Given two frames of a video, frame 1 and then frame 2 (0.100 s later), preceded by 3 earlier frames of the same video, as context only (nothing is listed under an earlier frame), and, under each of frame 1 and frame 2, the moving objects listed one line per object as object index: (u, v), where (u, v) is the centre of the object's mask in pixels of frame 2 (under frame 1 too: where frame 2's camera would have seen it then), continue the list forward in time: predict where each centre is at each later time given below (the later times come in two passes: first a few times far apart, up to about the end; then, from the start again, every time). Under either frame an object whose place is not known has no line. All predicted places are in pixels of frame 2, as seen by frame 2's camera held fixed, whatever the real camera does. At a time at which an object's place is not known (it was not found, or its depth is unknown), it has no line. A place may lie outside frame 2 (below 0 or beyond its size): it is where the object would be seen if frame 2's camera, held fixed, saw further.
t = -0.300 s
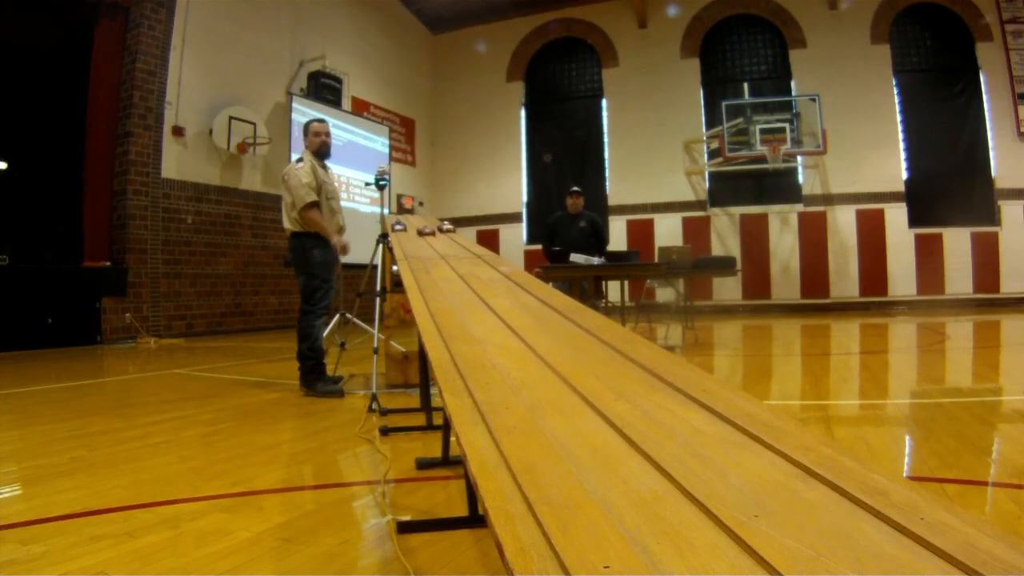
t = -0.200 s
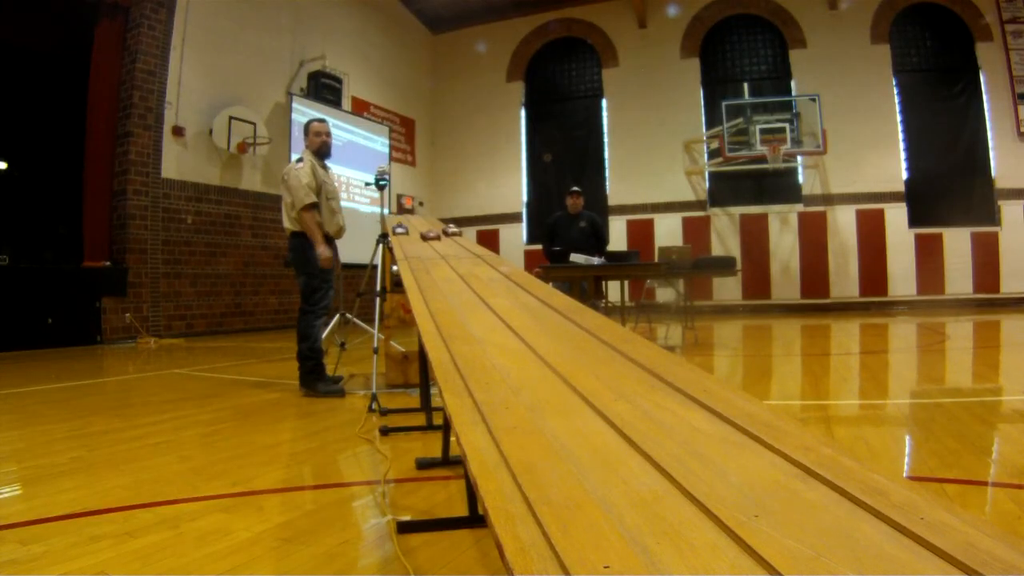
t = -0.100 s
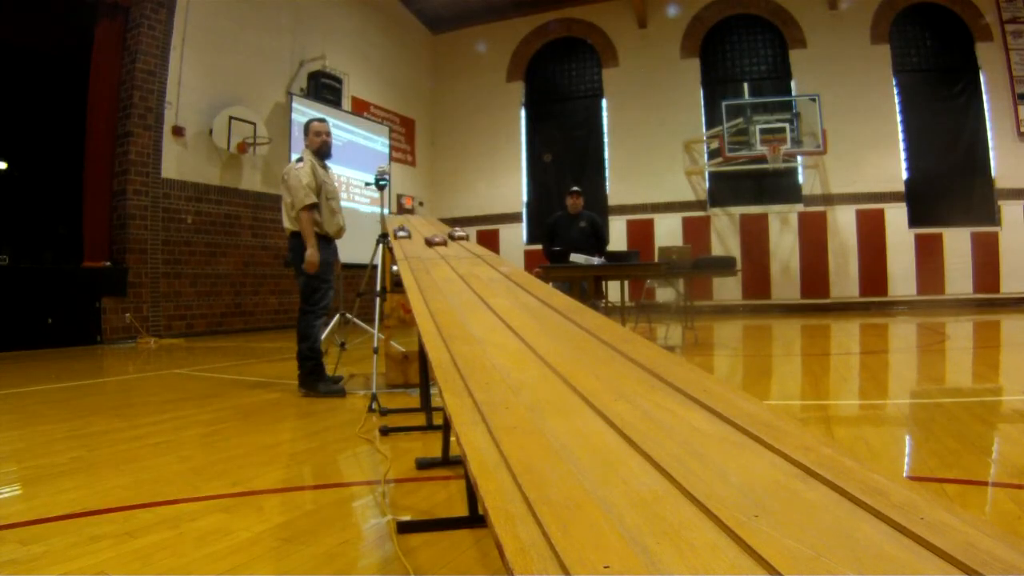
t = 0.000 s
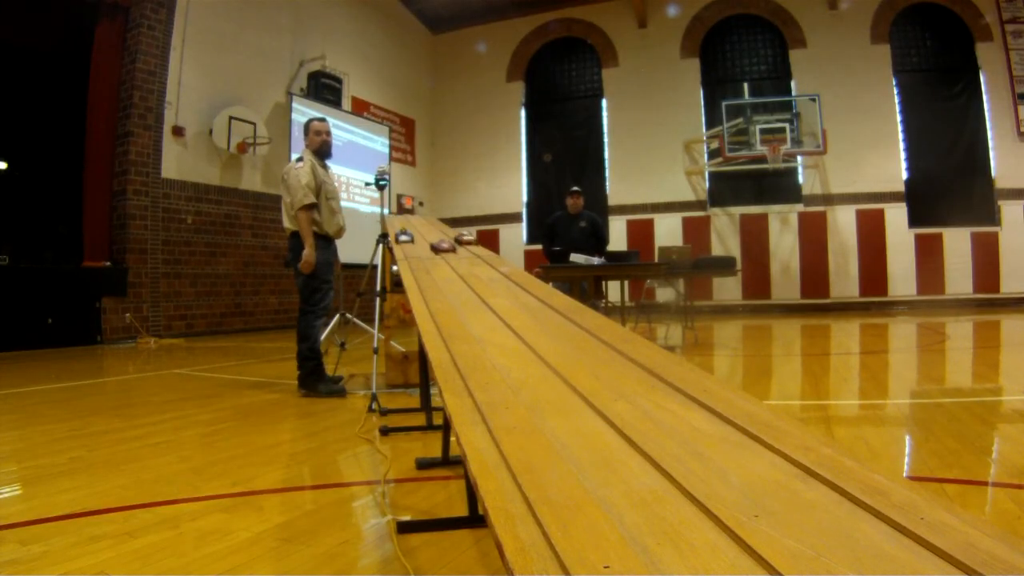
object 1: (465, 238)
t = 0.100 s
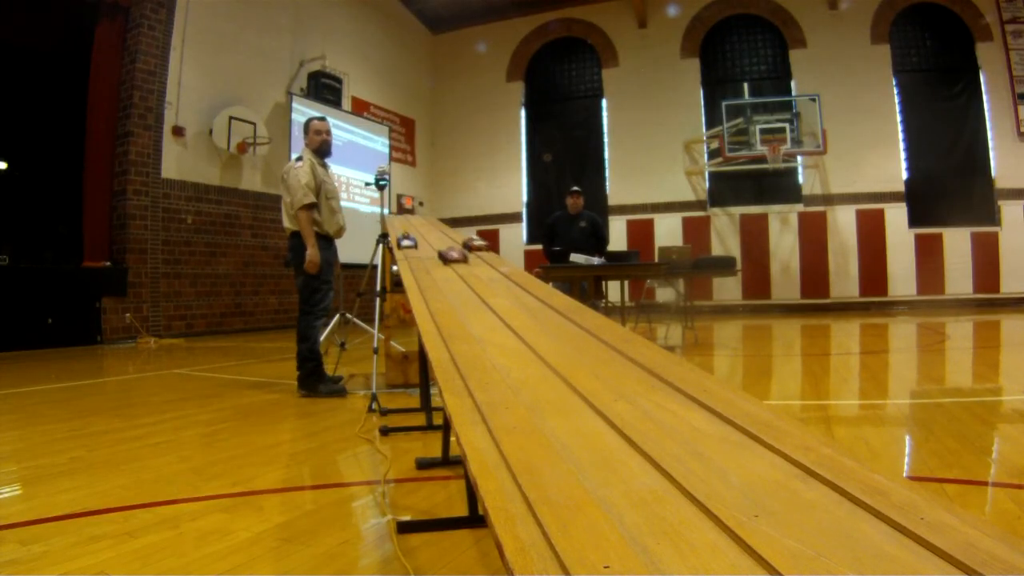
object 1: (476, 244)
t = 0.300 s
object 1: (505, 262)
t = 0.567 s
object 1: (611, 323)
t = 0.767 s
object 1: (938, 500)
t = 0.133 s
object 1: (480, 246)
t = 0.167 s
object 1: (484, 248)
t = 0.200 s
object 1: (488, 251)
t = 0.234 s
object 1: (493, 254)
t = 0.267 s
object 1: (499, 258)
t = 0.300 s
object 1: (505, 262)
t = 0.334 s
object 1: (512, 267)
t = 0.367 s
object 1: (520, 272)
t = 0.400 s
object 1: (528, 278)
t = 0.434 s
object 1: (539, 284)
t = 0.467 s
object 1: (552, 291)
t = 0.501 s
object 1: (569, 300)
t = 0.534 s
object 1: (588, 310)
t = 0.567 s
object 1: (611, 323)
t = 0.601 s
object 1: (641, 340)
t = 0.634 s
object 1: (679, 362)
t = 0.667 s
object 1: (723, 386)
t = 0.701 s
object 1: (791, 420)
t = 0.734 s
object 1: (886, 473)
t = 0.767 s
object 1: (938, 500)
